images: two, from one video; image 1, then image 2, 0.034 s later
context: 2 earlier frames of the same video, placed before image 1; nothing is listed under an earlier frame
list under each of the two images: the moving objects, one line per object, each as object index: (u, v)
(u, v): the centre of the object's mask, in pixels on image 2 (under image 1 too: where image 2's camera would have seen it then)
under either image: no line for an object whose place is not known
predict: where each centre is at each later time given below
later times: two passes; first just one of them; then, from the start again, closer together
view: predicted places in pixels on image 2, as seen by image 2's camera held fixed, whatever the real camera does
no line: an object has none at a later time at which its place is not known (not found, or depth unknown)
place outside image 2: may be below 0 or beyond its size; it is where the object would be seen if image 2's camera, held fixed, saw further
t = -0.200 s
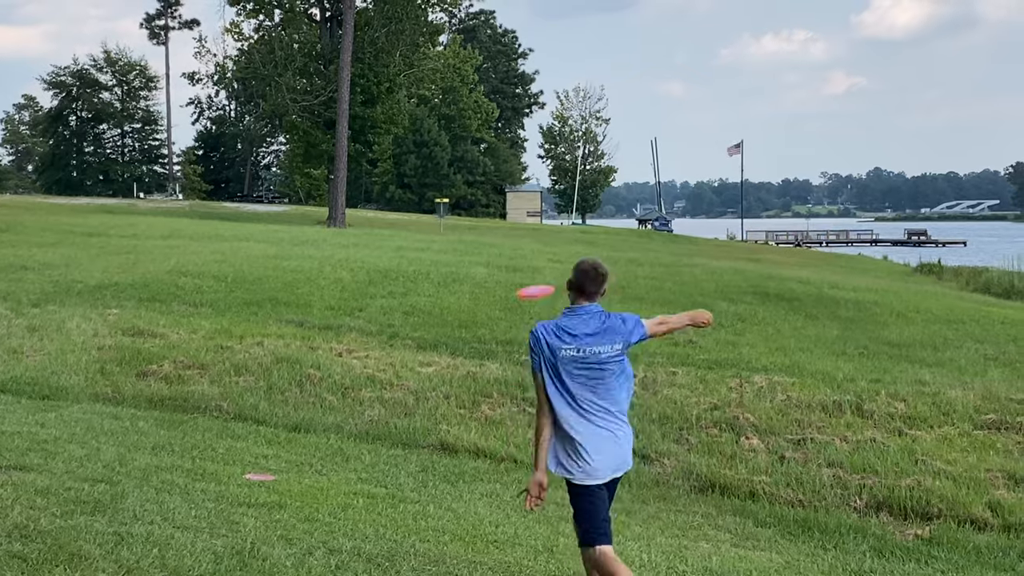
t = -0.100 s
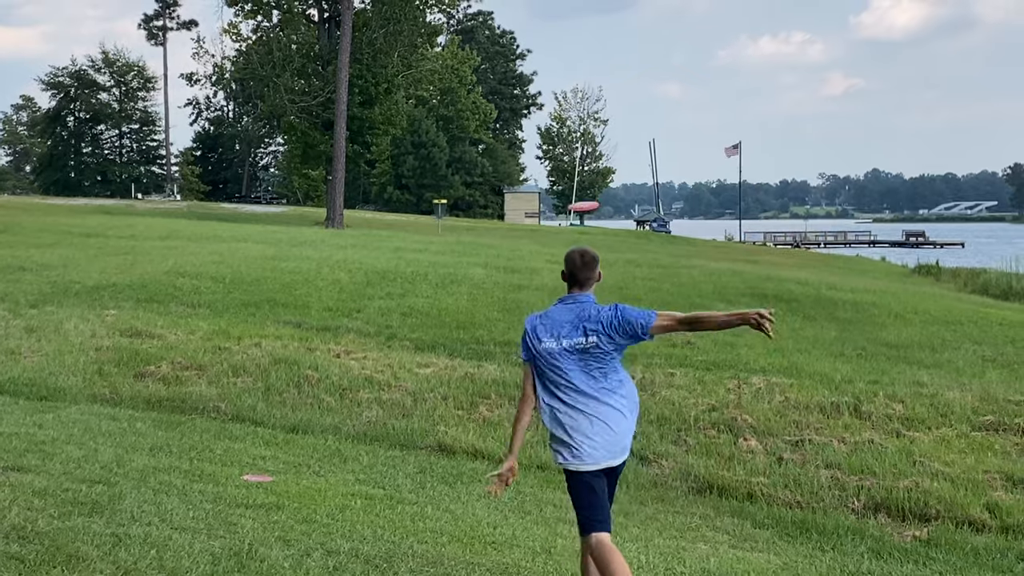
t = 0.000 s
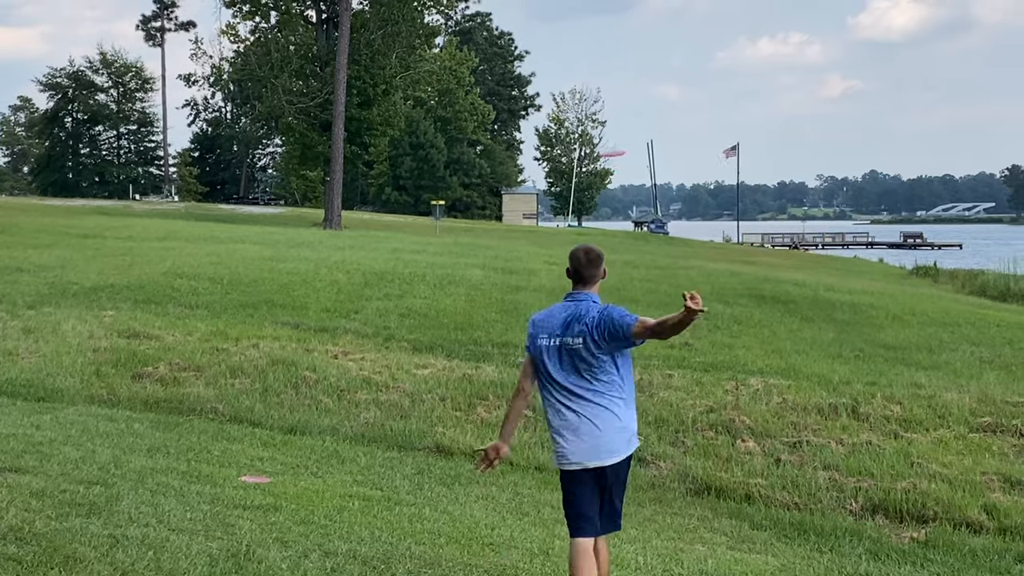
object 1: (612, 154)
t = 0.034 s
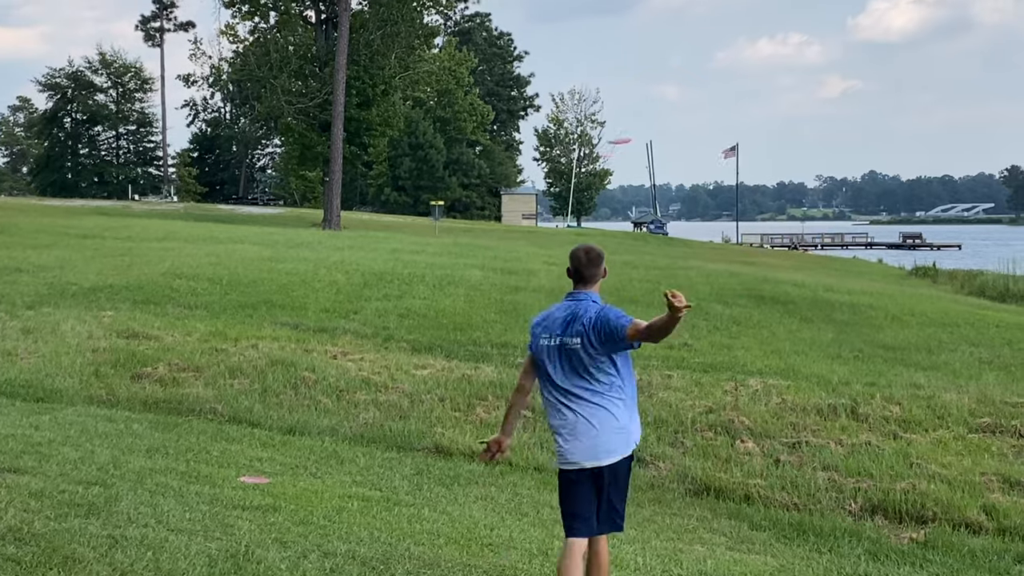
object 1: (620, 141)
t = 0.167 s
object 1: (643, 103)
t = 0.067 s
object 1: (627, 130)
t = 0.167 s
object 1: (643, 103)
